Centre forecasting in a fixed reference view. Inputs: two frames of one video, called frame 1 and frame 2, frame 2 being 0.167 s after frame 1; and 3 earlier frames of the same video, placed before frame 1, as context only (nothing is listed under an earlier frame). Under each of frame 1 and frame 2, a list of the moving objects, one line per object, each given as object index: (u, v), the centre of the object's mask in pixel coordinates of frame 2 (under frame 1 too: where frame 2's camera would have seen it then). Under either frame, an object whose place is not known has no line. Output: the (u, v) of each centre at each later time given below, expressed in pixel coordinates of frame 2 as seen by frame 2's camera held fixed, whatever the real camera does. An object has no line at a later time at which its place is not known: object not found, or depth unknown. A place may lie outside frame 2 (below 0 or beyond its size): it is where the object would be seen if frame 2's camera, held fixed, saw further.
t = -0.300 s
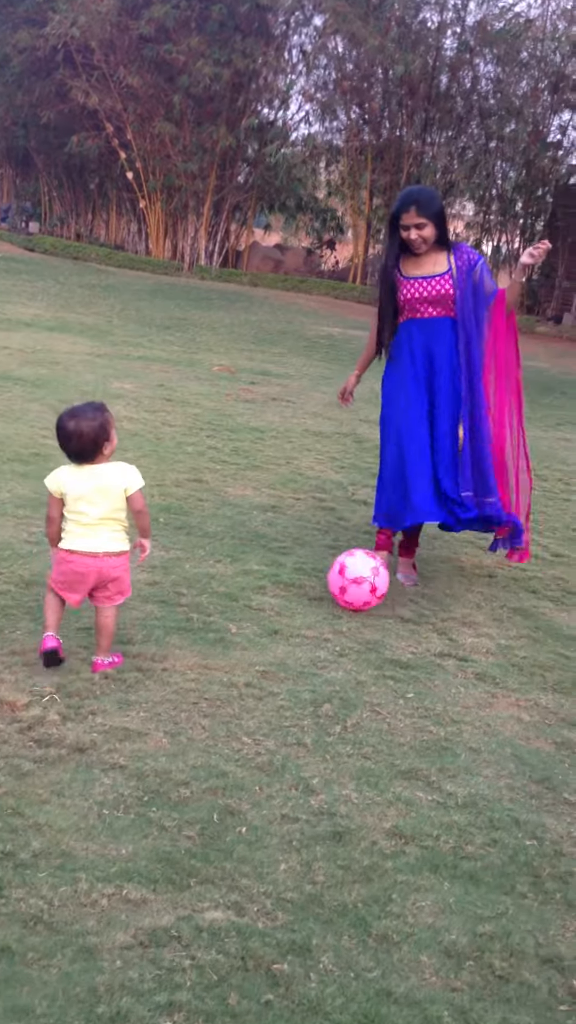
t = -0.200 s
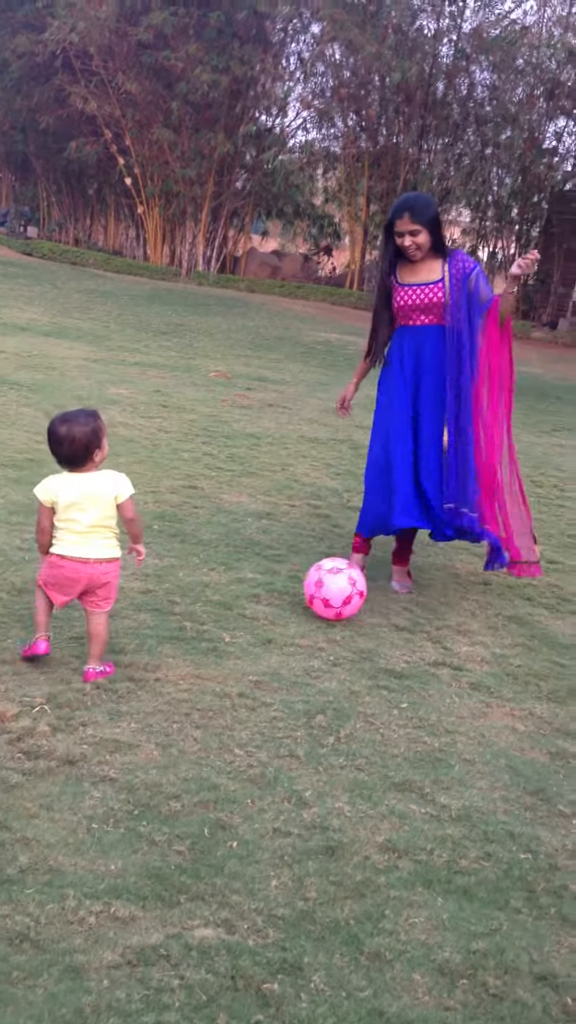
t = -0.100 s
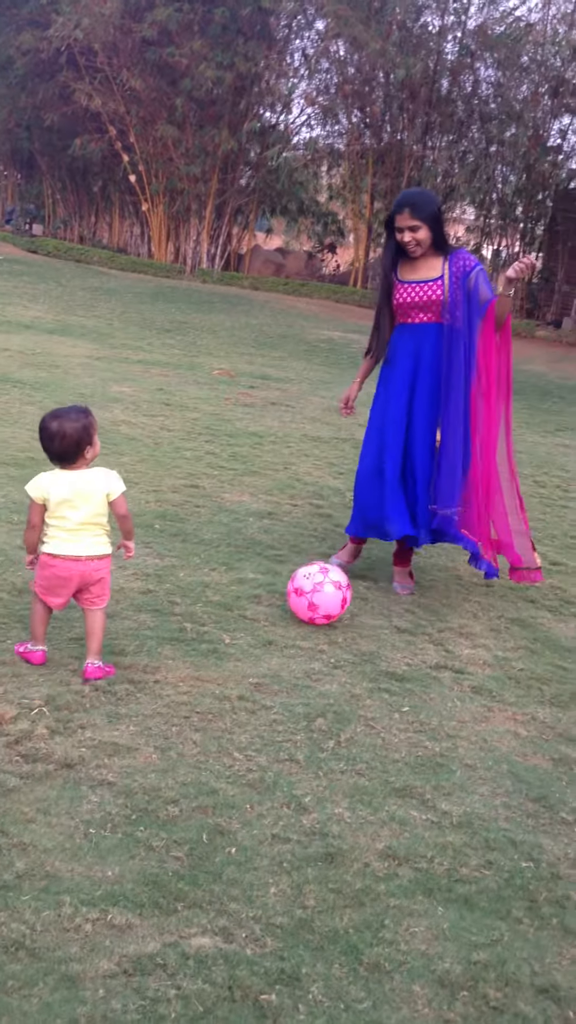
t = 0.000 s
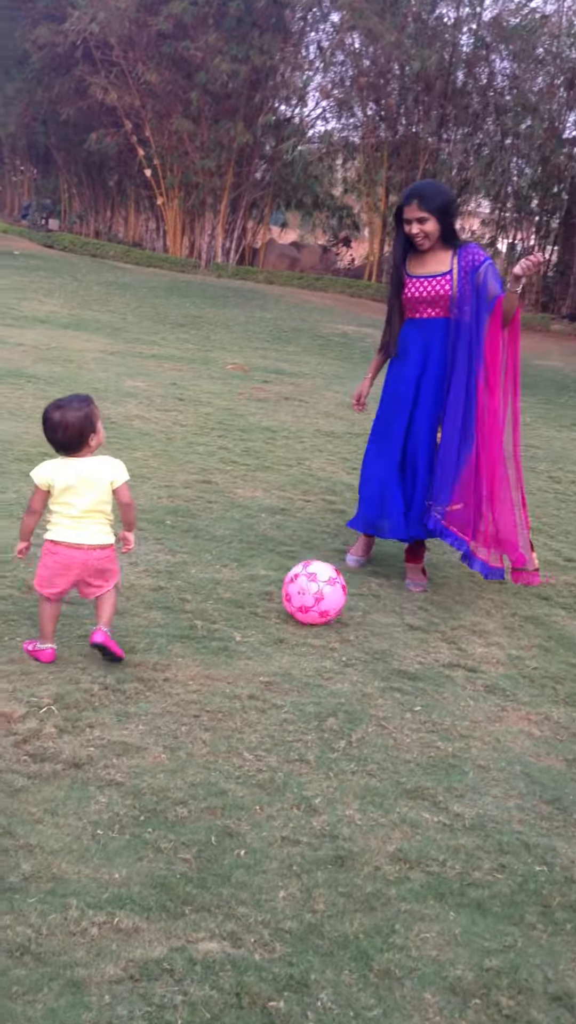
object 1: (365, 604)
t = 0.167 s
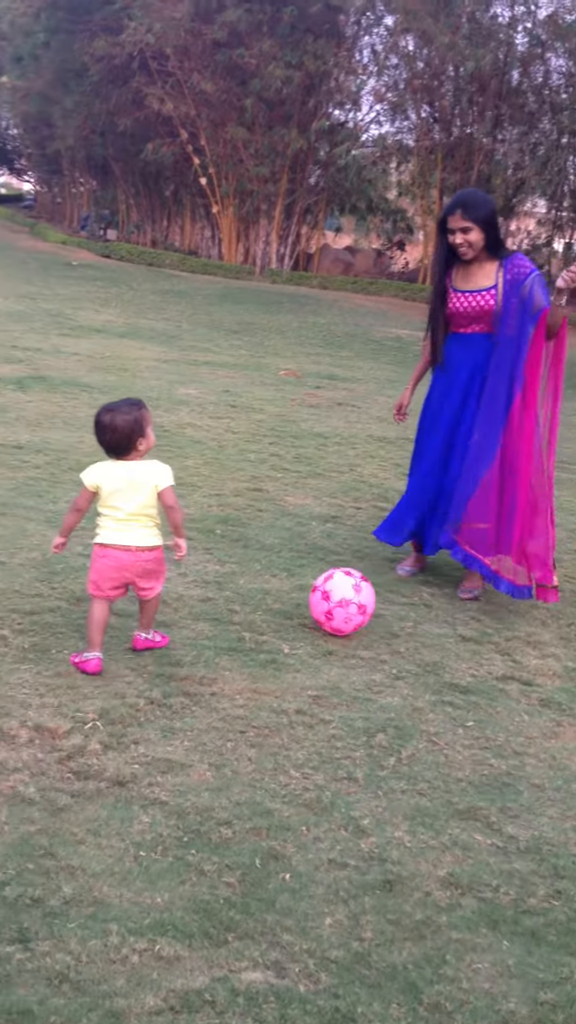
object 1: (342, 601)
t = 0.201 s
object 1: (338, 601)
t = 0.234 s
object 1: (335, 601)
